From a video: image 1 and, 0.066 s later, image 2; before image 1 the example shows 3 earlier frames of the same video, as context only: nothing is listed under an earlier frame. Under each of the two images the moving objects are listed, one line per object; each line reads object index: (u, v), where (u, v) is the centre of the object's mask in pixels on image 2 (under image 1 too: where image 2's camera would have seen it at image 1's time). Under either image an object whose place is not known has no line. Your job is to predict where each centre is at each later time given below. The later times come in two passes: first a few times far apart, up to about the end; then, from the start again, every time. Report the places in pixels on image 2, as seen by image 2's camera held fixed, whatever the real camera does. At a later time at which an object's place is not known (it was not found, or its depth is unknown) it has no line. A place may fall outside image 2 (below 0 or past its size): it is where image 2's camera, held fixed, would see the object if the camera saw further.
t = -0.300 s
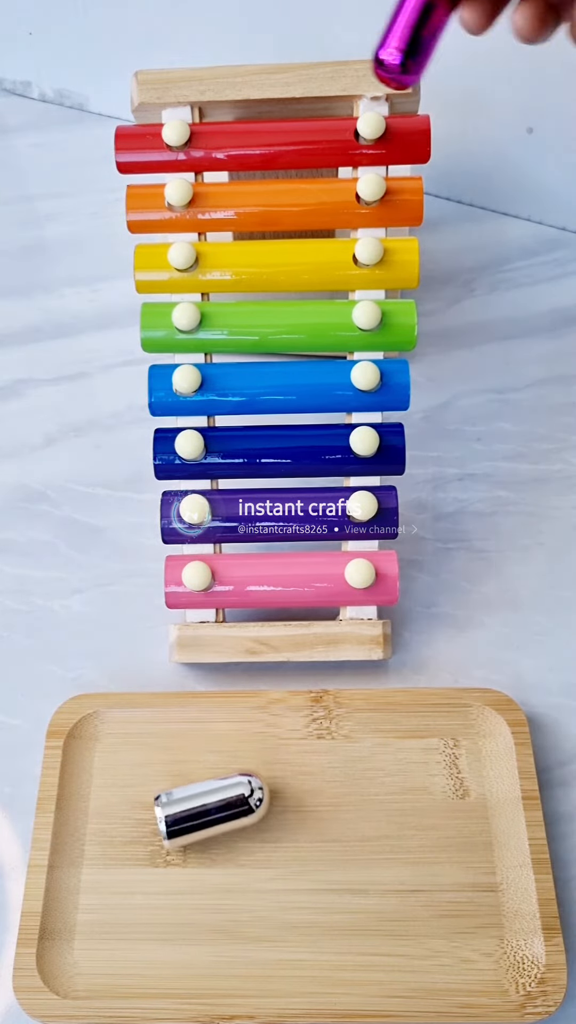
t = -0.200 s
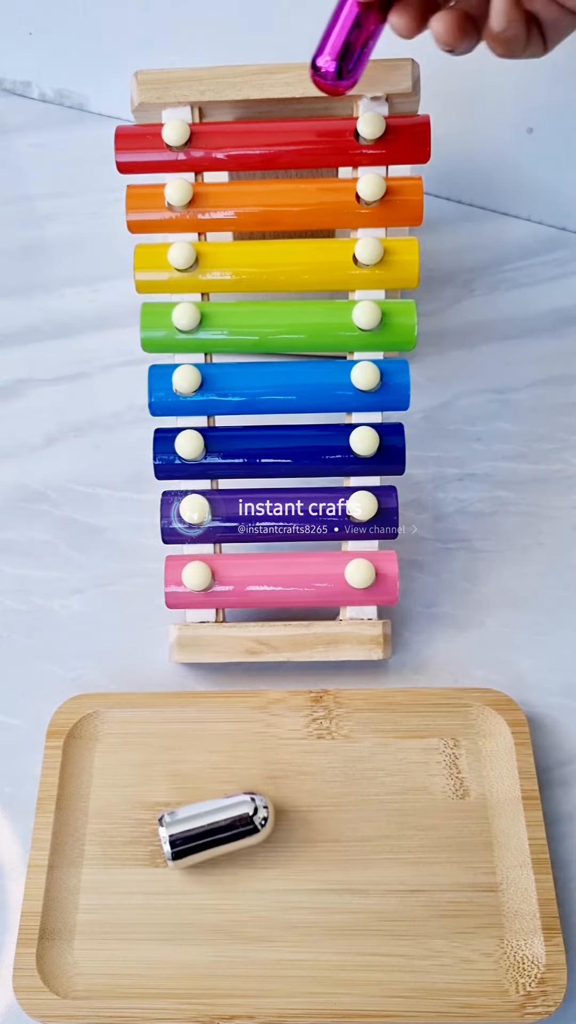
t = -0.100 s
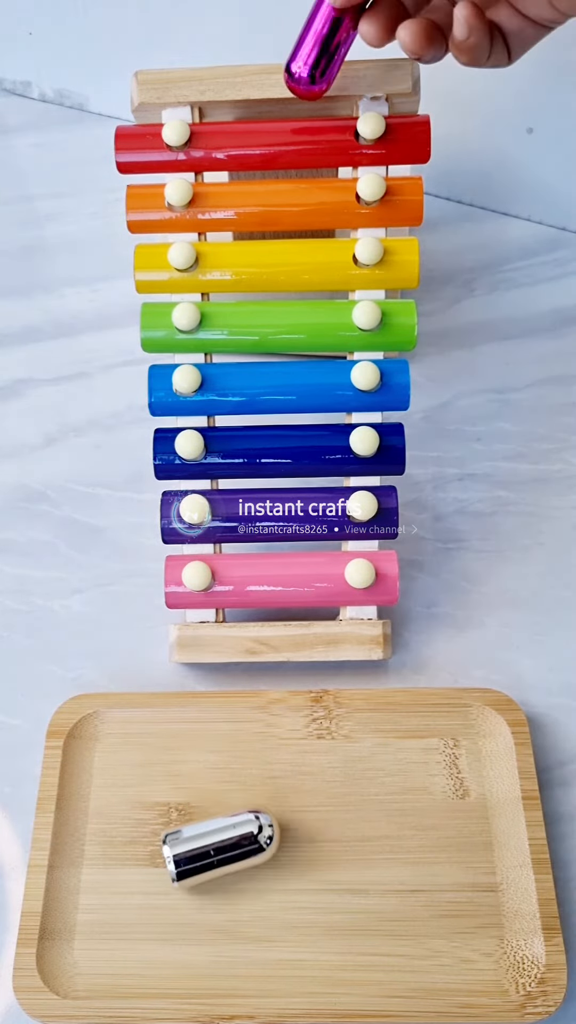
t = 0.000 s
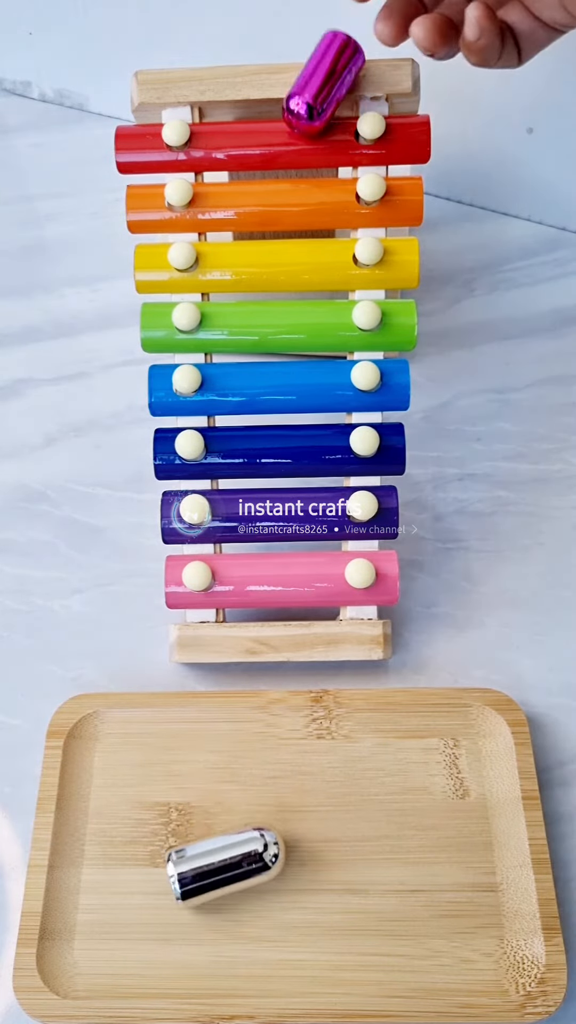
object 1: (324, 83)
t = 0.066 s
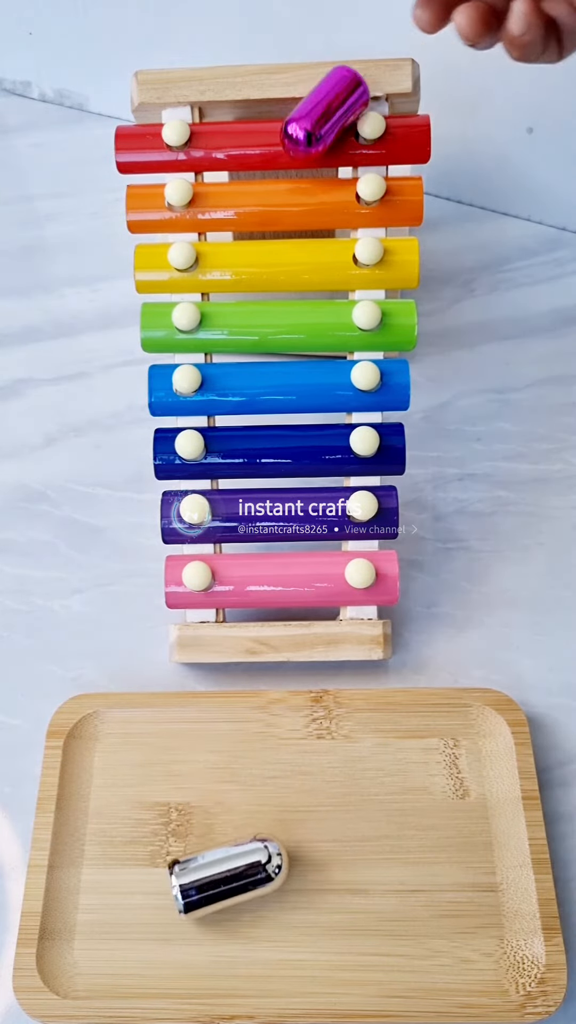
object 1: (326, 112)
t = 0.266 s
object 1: (308, 295)
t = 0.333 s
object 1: (308, 423)
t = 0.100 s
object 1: (320, 131)
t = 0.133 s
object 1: (316, 148)
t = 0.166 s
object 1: (313, 172)
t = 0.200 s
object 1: (311, 202)
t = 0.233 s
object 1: (310, 244)
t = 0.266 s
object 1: (308, 295)
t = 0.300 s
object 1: (308, 353)
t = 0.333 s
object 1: (308, 423)
